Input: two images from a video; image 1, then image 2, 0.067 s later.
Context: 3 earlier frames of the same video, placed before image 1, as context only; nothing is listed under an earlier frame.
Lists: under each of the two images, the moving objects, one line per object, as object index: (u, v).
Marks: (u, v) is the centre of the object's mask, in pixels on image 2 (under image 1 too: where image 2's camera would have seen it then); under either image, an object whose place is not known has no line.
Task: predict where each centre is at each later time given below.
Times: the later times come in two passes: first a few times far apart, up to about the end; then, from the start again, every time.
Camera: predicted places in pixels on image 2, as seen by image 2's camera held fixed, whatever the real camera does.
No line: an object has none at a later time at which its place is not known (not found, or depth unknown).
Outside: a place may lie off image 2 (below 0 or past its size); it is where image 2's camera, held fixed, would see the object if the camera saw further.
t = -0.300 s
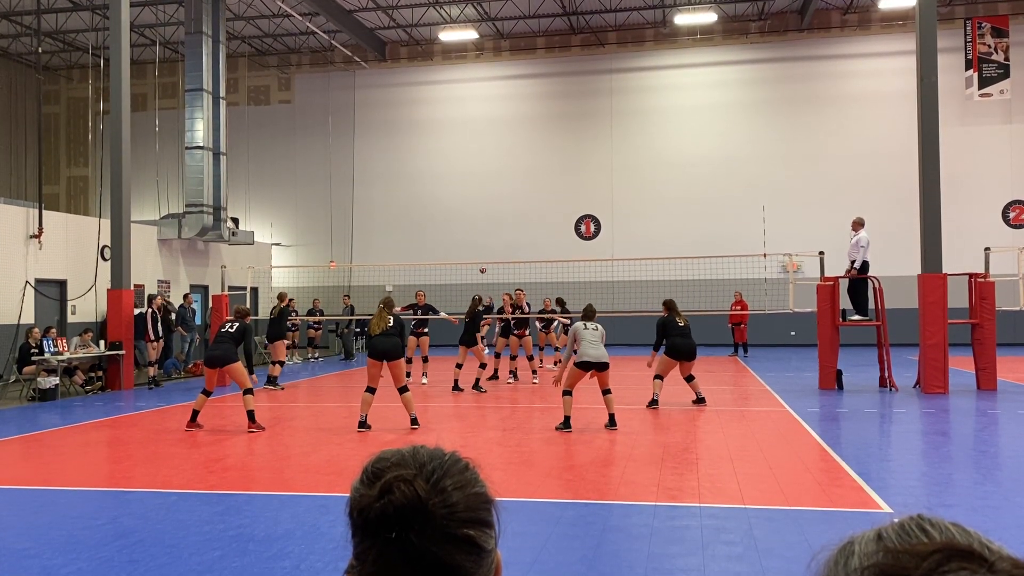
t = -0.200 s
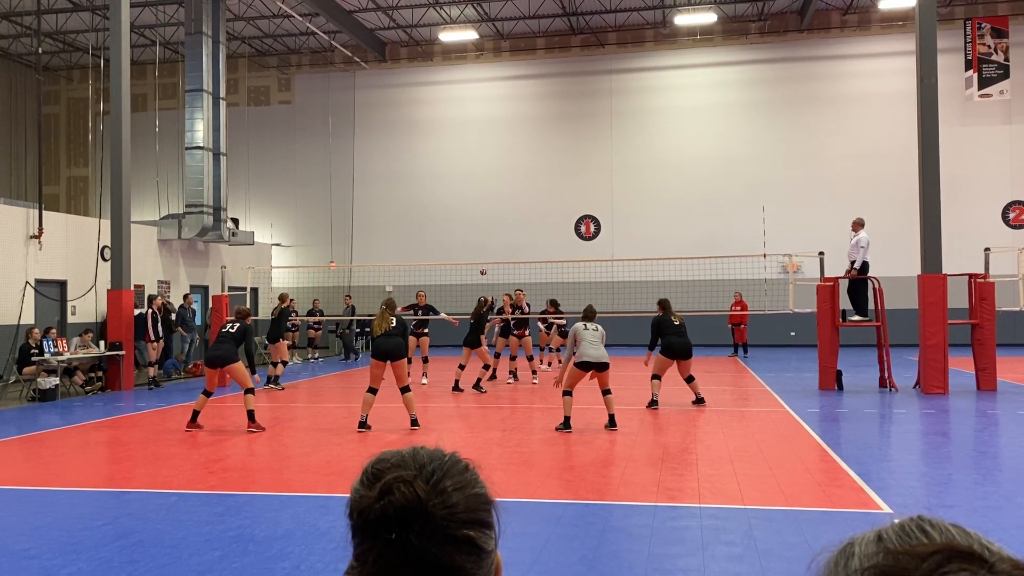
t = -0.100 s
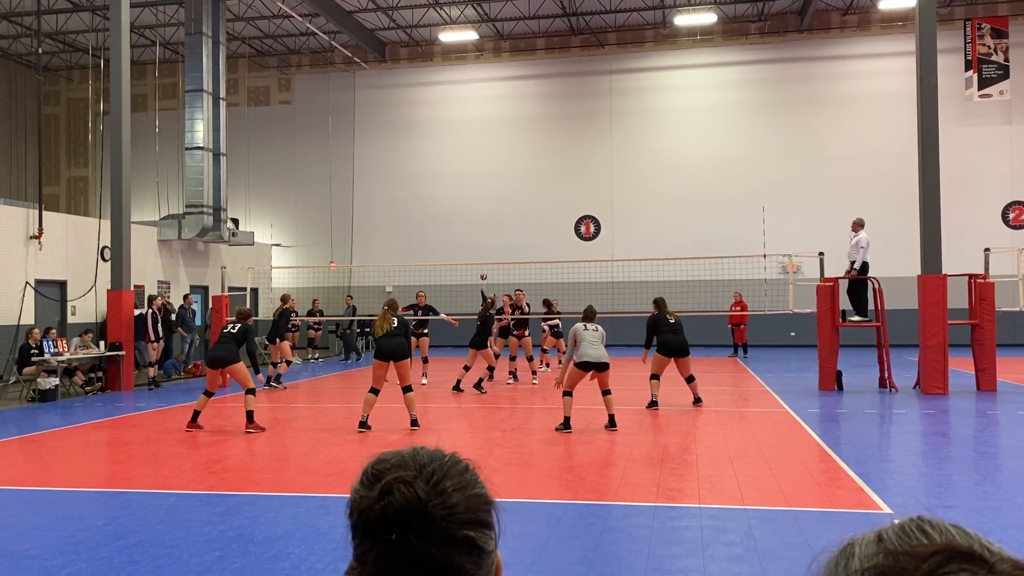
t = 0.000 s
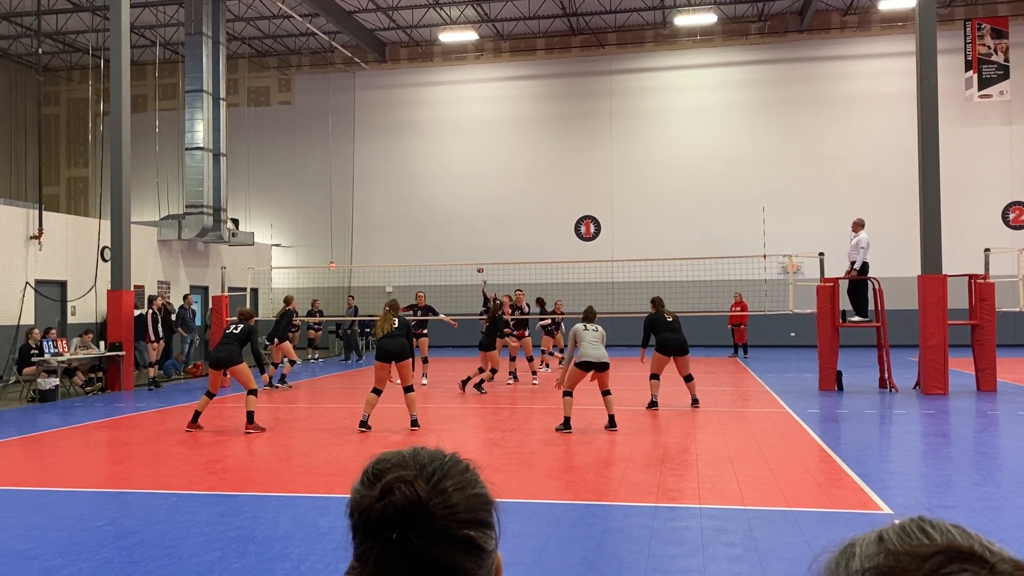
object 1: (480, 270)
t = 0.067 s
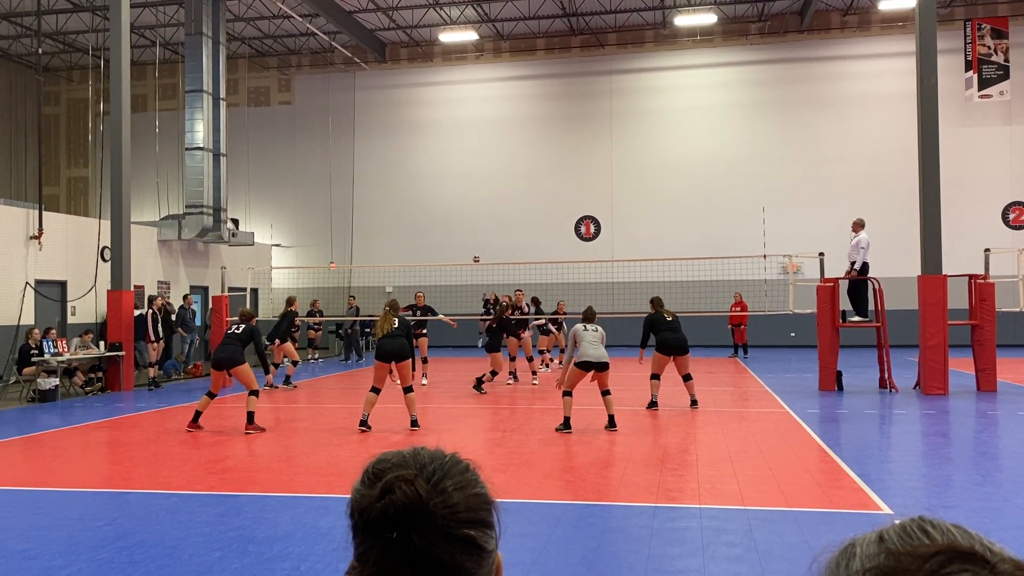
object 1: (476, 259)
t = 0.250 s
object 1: (463, 233)
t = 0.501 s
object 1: (437, 212)
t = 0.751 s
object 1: (406, 217)
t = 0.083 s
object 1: (475, 256)
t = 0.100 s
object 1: (474, 254)
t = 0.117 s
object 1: (473, 251)
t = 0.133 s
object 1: (472, 248)
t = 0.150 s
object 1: (471, 246)
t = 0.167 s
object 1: (470, 243)
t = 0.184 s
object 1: (469, 241)
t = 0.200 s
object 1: (467, 239)
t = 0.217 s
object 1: (466, 237)
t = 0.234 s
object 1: (465, 235)
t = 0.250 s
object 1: (463, 233)
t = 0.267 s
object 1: (462, 231)
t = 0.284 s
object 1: (460, 229)
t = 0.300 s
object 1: (459, 227)
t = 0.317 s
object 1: (457, 225)
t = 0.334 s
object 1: (456, 224)
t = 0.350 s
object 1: (454, 222)
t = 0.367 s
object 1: (452, 221)
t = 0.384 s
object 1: (450, 219)
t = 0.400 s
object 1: (448, 218)
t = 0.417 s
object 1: (446, 217)
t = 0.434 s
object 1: (444, 215)
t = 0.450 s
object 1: (443, 214)
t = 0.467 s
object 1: (441, 213)
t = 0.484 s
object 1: (439, 213)
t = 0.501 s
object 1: (437, 212)
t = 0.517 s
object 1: (435, 211)
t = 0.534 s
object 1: (433, 210)
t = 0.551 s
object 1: (431, 210)
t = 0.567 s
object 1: (429, 210)
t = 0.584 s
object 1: (427, 210)
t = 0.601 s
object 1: (425, 210)
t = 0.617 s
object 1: (423, 210)
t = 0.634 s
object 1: (421, 211)
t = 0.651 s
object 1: (419, 211)
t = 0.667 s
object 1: (417, 212)
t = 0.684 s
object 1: (415, 212)
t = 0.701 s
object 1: (412, 213)
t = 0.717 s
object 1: (410, 214)
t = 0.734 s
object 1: (408, 215)
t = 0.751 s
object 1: (406, 217)
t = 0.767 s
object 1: (403, 219)
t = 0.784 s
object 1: (400, 221)
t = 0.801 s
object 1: (398, 223)
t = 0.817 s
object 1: (395, 225)
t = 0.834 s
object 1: (393, 228)
